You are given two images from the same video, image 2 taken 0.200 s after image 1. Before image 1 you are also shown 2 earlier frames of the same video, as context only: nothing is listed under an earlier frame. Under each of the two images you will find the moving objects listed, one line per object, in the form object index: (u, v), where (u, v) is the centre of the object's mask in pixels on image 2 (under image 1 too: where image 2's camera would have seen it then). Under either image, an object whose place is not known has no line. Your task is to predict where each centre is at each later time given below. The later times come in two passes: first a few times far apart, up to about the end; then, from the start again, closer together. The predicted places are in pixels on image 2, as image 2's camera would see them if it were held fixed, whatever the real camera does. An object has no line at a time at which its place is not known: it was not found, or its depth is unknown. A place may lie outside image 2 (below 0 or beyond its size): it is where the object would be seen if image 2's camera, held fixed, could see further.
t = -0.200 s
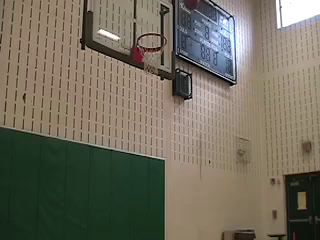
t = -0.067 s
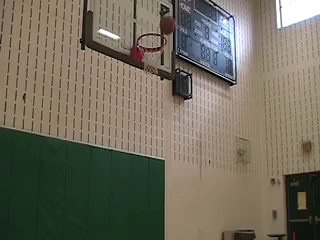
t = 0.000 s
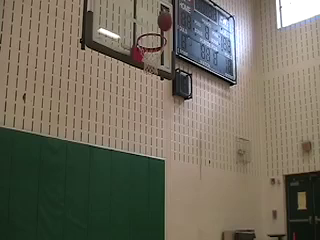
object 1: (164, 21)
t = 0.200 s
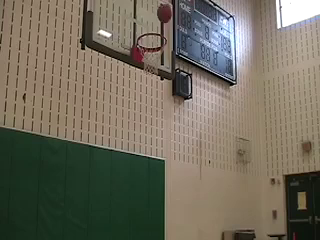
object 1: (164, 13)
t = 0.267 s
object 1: (164, 17)
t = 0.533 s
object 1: (155, 35)
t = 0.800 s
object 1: (145, 55)
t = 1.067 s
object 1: (150, 74)
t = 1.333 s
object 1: (162, 145)
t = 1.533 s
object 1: (171, 235)
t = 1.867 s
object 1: (184, 198)
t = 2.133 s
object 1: (194, 154)
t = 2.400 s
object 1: (204, 170)
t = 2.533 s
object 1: (209, 201)
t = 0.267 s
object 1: (164, 17)
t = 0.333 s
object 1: (164, 25)
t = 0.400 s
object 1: (163, 30)
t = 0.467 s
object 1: (159, 31)
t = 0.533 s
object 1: (155, 35)
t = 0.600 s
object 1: (153, 43)
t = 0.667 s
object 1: (149, 44)
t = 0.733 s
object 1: (146, 48)
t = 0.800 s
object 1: (145, 55)
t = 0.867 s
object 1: (147, 61)
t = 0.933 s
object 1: (146, 65)
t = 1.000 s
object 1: (147, 68)
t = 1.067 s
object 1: (150, 74)
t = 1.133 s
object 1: (153, 86)
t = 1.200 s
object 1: (156, 102)
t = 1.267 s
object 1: (159, 121)
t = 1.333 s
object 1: (162, 145)
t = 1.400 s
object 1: (166, 173)
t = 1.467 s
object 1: (170, 204)
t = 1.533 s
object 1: (171, 235)
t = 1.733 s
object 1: (179, 237)
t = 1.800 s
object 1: (182, 220)
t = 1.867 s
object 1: (184, 198)
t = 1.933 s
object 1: (187, 181)
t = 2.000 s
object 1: (189, 168)
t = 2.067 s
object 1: (191, 159)
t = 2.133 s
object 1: (194, 154)
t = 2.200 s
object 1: (196, 152)
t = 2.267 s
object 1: (198, 154)
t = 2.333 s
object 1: (201, 160)
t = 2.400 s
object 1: (204, 170)
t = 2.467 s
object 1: (206, 184)
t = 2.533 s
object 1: (209, 201)
